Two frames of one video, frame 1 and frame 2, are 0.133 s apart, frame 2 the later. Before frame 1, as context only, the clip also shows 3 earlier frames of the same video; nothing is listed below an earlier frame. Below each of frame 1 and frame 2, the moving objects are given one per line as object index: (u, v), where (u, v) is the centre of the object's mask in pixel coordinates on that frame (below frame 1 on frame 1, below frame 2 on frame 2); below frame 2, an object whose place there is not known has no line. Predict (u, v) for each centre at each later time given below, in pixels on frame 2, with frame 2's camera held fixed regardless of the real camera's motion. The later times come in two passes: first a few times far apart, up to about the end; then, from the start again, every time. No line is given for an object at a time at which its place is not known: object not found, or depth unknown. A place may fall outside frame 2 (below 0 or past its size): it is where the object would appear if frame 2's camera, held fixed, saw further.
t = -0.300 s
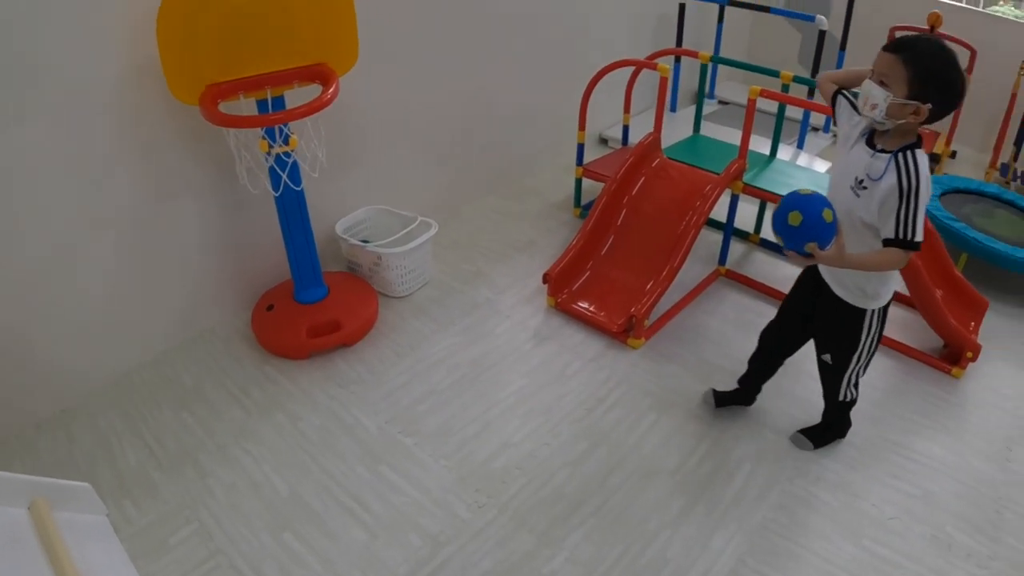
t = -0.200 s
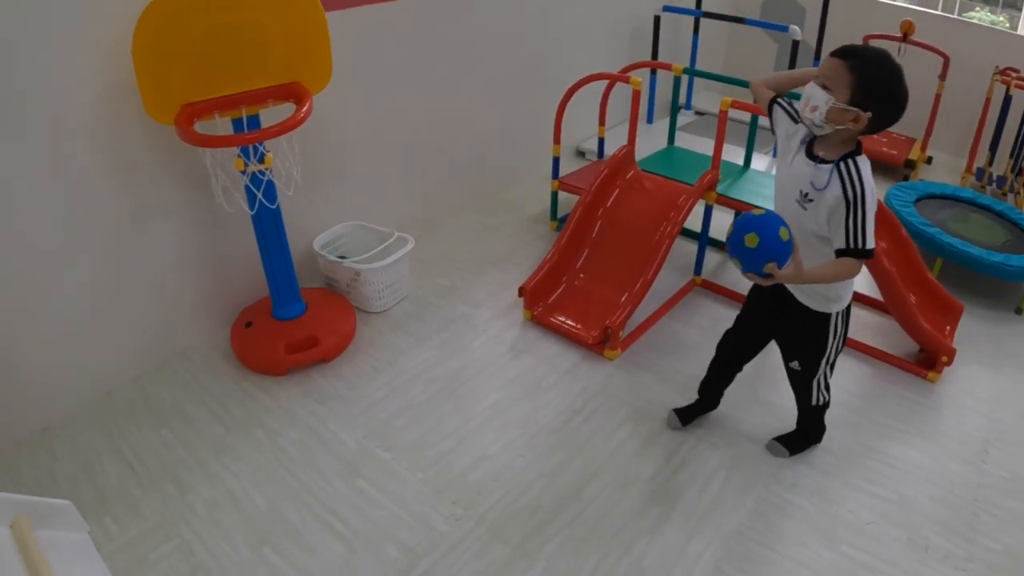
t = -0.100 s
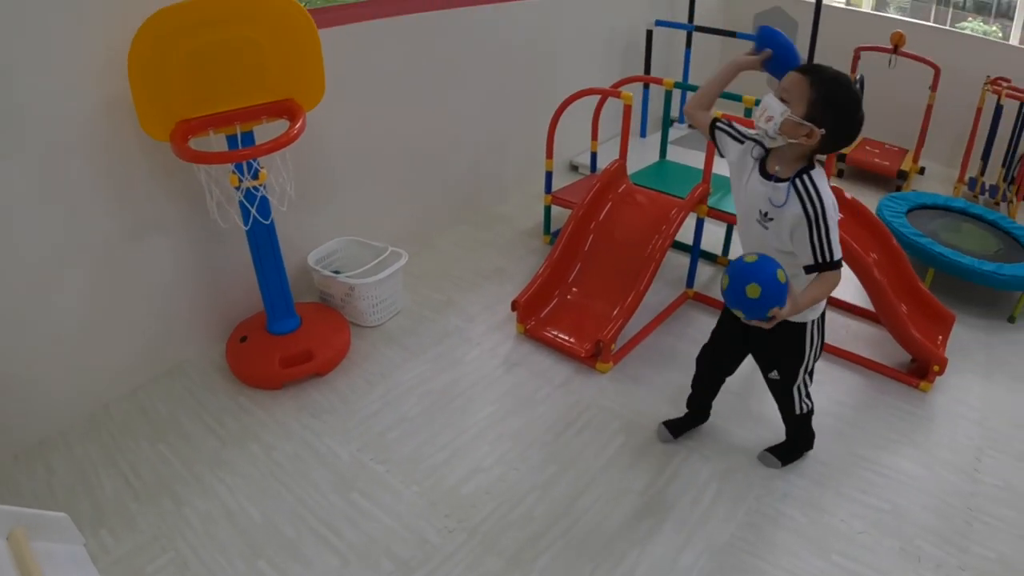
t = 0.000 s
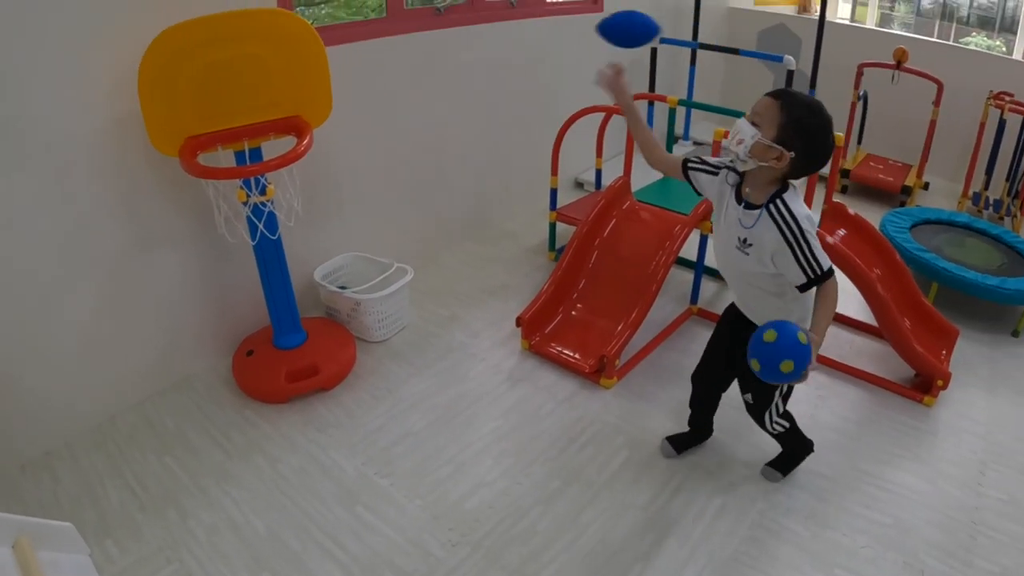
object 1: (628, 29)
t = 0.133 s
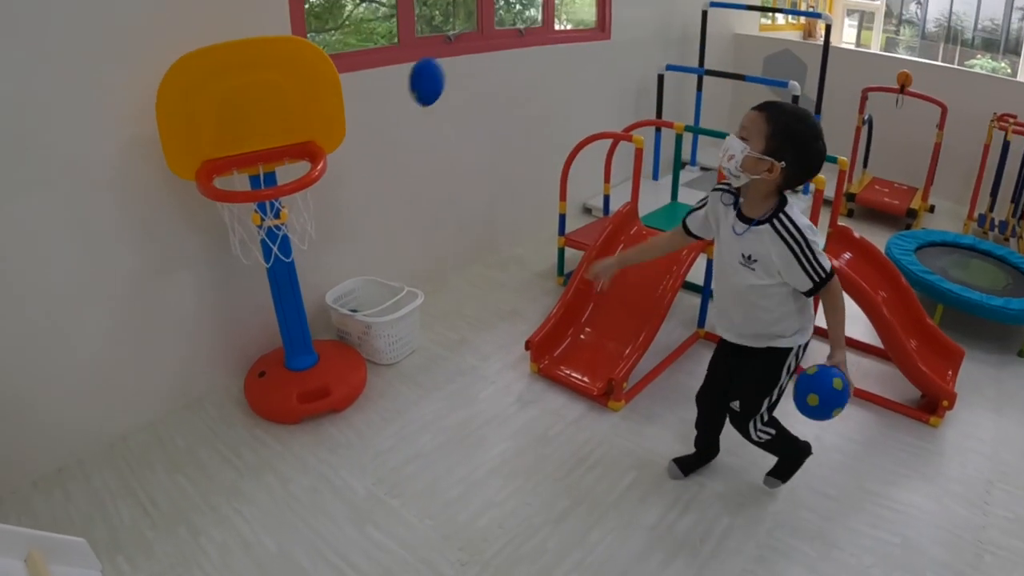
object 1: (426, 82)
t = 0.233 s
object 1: (305, 139)
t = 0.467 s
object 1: (170, 153)
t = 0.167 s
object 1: (381, 99)
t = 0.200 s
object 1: (340, 120)
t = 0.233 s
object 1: (305, 139)
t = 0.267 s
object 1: (282, 133)
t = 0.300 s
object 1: (260, 129)
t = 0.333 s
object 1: (240, 129)
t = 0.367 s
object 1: (224, 131)
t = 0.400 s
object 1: (209, 138)
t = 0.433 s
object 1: (191, 146)
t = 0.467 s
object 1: (170, 153)
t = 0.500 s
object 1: (150, 163)
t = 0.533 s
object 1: (131, 177)
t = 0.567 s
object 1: (114, 195)
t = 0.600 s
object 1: (99, 218)
